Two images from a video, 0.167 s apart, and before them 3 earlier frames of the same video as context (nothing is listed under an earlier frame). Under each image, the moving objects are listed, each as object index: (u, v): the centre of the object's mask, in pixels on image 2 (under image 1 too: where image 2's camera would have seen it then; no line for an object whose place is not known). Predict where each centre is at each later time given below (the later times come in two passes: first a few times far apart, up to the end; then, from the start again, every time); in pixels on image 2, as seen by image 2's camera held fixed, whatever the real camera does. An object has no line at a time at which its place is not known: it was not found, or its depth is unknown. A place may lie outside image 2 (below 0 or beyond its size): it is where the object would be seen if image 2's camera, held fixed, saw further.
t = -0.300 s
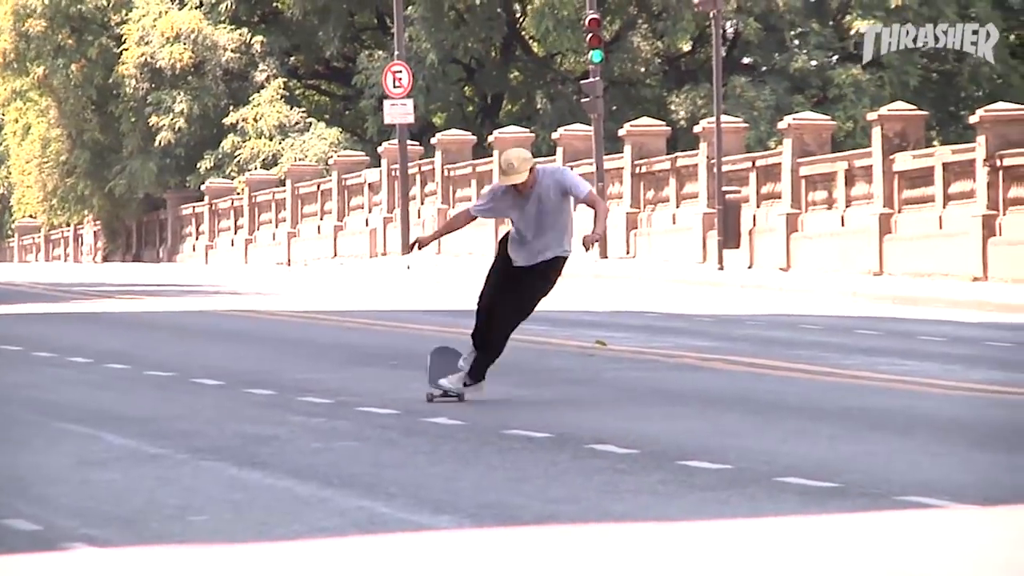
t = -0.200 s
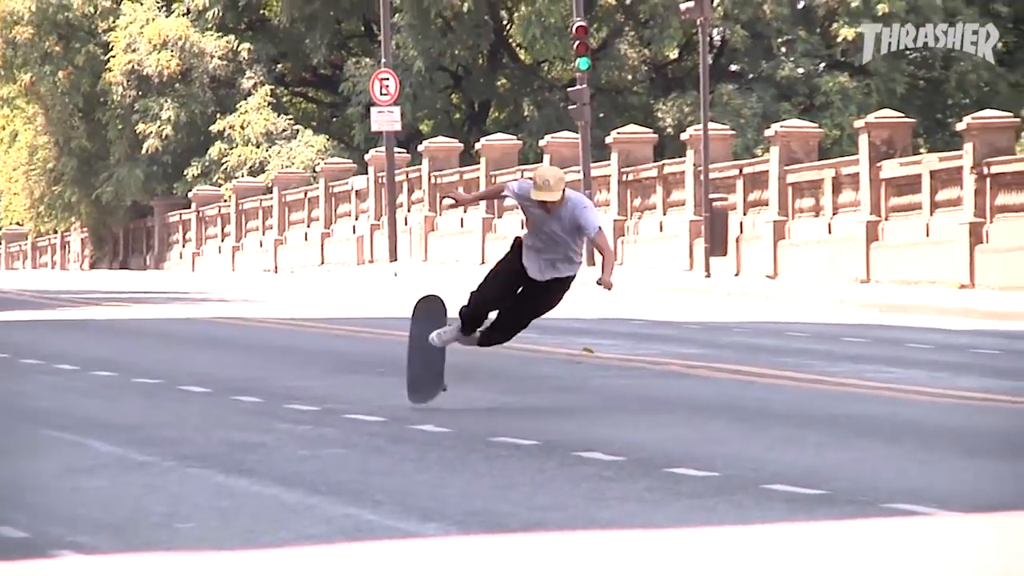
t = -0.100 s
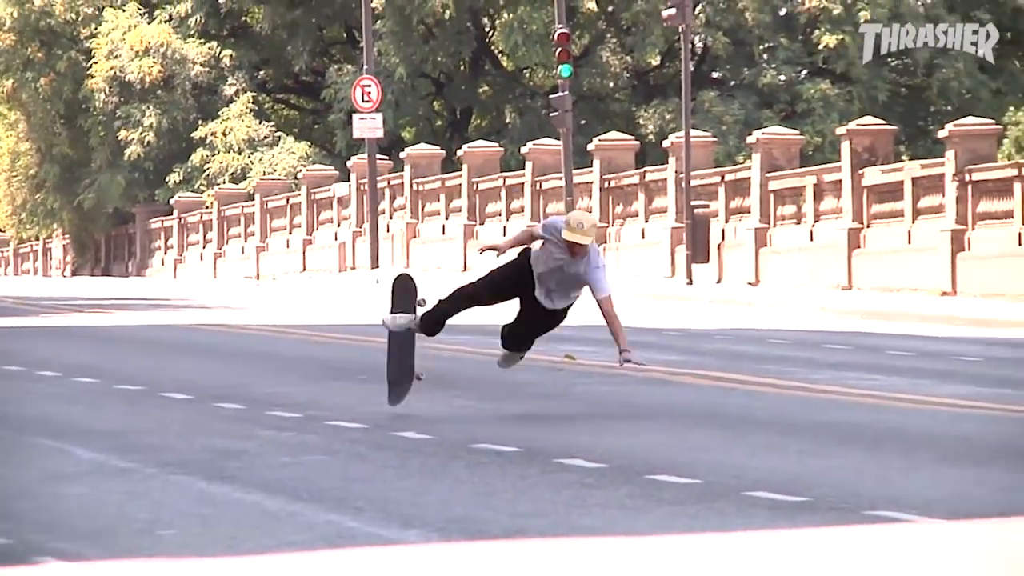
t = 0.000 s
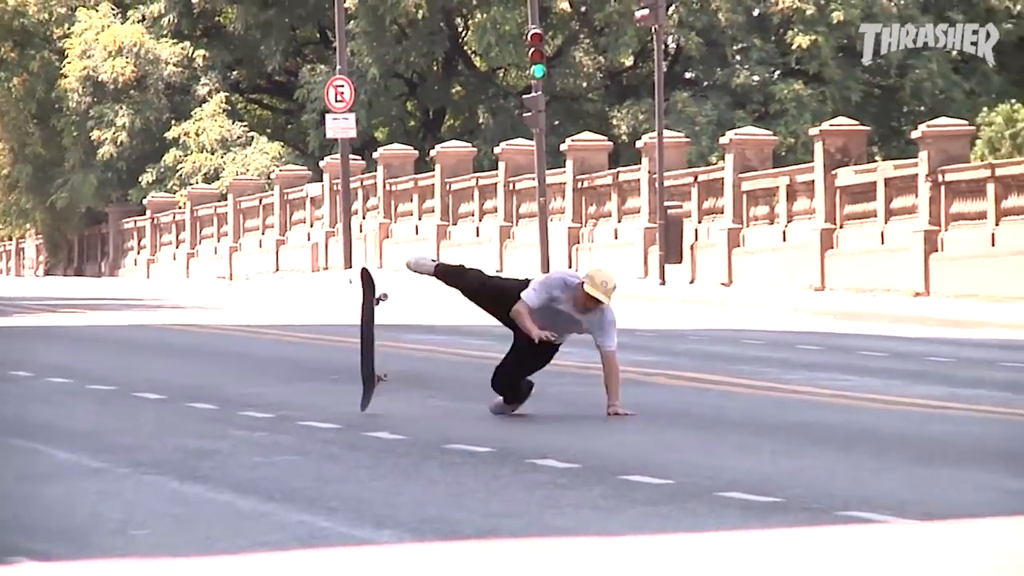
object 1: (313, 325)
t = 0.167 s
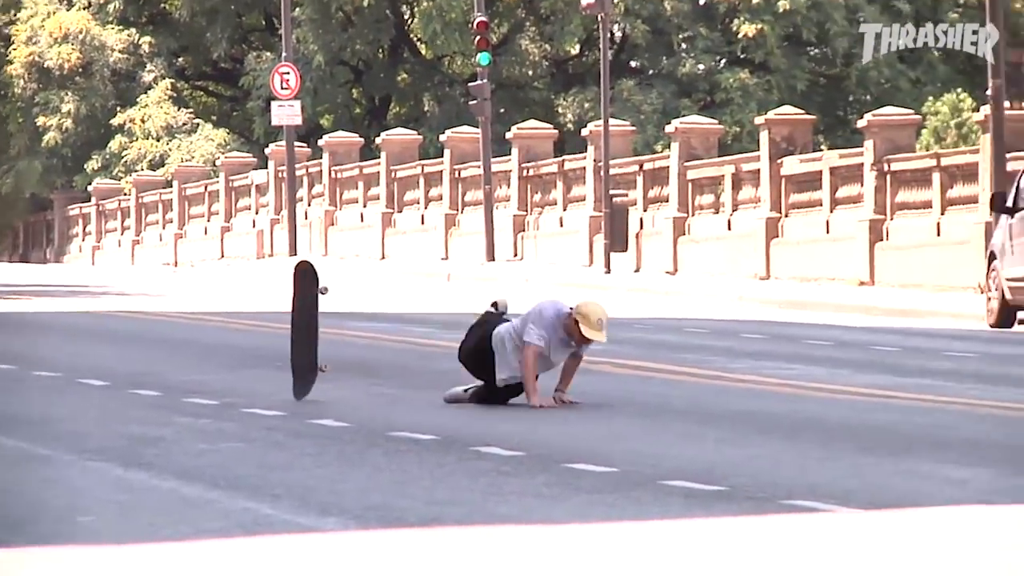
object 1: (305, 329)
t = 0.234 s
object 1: (303, 335)
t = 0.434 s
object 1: (293, 372)
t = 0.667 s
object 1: (283, 380)
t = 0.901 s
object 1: (275, 387)
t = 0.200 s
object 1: (304, 331)
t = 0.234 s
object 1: (303, 335)
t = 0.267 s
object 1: (302, 338)
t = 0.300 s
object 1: (301, 343)
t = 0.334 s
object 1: (299, 349)
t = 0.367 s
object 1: (298, 355)
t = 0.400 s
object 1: (295, 363)
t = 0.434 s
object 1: (293, 372)
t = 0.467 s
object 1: (292, 382)
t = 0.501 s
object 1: (290, 383)
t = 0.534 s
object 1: (288, 380)
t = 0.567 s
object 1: (287, 379)
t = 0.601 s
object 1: (287, 379)
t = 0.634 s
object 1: (285, 379)
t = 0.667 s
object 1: (283, 380)
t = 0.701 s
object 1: (281, 383)
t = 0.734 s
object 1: (281, 387)
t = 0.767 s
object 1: (279, 385)
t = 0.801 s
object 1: (277, 385)
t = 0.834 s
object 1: (276, 385)
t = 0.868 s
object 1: (276, 387)
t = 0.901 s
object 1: (275, 387)
